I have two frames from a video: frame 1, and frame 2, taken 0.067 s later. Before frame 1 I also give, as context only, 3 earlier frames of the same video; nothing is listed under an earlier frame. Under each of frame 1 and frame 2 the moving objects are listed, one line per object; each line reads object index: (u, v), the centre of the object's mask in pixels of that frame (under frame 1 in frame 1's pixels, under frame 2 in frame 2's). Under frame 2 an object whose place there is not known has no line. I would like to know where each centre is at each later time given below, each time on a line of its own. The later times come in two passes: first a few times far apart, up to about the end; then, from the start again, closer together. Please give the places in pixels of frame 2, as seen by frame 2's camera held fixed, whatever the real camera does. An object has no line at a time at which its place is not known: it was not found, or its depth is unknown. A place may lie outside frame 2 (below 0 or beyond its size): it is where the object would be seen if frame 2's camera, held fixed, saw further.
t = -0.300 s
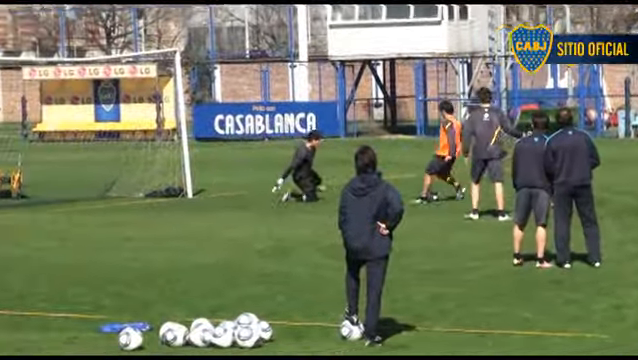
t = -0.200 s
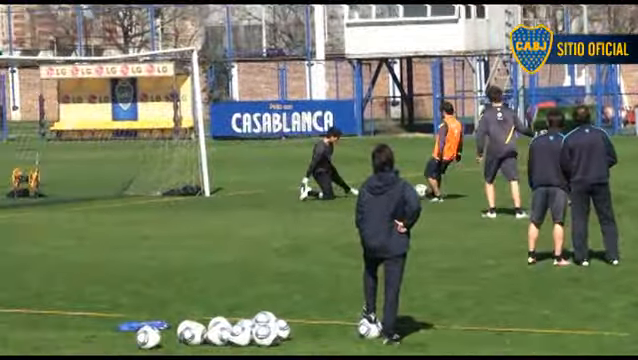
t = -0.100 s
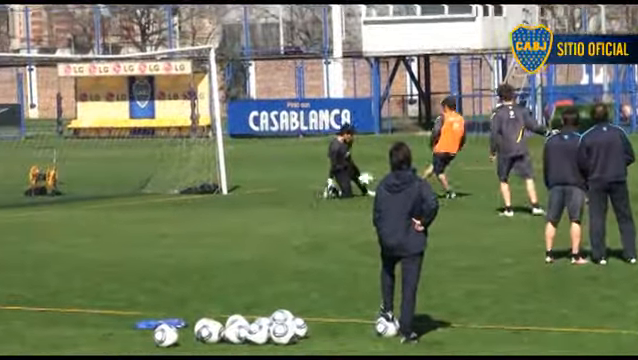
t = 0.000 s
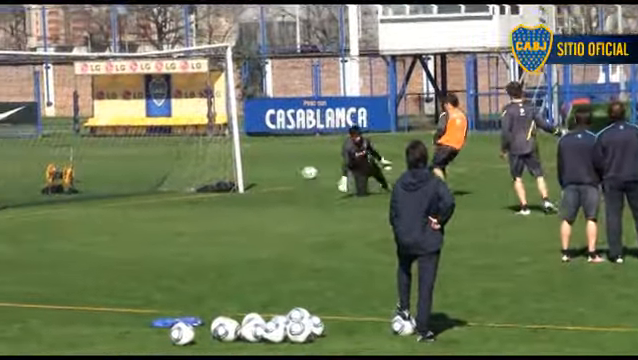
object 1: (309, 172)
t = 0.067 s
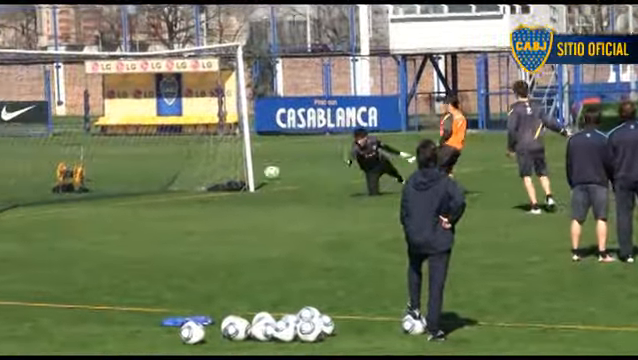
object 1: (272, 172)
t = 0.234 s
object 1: (152, 184)
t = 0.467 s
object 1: (-6, 197)
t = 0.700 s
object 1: (-92, 206)
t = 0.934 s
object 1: (-85, 210)
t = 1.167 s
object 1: (-72, 210)
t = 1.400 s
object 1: (-62, 210)
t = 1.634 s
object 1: (-53, 210)
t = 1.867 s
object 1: (-49, 209)
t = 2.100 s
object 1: (-46, 209)
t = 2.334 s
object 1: (-46, 209)
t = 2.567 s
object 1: (-46, 209)
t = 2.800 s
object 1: (-46, 209)
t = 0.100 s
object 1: (248, 174)
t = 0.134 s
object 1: (224, 175)
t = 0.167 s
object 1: (200, 178)
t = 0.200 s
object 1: (176, 180)
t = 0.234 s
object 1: (152, 184)
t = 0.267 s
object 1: (128, 189)
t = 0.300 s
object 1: (104, 194)
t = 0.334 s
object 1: (80, 201)
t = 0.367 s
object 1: (57, 203)
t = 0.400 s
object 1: (36, 201)
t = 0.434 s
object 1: (15, 199)
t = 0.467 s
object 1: (-6, 197)
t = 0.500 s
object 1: (-24, 196)
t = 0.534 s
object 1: (-46, 195)
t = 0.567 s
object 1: (-64, 196)
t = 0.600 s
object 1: (-79, 198)
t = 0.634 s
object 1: (-85, 200)
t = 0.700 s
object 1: (-92, 206)
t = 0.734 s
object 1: (-93, 208)
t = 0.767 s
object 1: (-93, 210)
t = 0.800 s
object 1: (-93, 209)
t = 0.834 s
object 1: (-90, 209)
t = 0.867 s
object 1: (-89, 209)
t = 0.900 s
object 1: (-87, 209)
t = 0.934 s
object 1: (-85, 210)
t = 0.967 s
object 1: (-84, 210)
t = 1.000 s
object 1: (-81, 210)
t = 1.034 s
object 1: (-79, 210)
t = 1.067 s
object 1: (-79, 211)
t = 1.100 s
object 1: (-77, 210)
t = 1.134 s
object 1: (-75, 210)
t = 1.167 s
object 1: (-72, 210)
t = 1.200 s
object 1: (-70, 210)
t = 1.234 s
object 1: (-68, 210)
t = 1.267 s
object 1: (-67, 210)
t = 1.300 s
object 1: (-66, 210)
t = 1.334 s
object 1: (-65, 210)
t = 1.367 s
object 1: (-64, 210)
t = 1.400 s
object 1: (-62, 210)
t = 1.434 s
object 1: (-61, 210)
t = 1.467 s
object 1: (-60, 209)
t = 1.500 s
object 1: (-57, 209)
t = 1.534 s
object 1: (-56, 209)
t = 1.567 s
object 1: (-55, 209)
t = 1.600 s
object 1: (-54, 210)
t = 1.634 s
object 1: (-53, 210)
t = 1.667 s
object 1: (-53, 210)
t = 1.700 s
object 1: (-52, 210)
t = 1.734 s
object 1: (-52, 209)
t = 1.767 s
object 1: (-51, 209)
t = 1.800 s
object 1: (-50, 209)
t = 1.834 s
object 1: (-49, 209)
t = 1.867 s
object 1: (-49, 209)
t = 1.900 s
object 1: (-48, 209)
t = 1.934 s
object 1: (-48, 209)
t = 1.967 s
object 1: (-48, 209)
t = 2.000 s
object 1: (-47, 209)
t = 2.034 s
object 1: (-47, 209)
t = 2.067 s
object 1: (-46, 209)
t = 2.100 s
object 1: (-46, 209)
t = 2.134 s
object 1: (-46, 209)
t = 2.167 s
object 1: (-46, 209)
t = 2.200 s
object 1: (-46, 209)
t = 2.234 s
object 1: (-46, 209)
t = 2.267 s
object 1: (-46, 209)
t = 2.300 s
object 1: (-46, 209)
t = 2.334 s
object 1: (-46, 209)
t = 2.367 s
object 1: (-46, 209)
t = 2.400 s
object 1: (-46, 209)
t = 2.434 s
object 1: (-46, 209)
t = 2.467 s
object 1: (-46, 209)
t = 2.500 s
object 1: (-47, 209)
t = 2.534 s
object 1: (-46, 209)
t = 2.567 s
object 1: (-46, 209)
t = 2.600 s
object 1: (-46, 209)
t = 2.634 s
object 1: (-46, 209)
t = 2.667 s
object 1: (-46, 209)
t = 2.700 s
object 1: (-46, 209)
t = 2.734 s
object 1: (-46, 209)
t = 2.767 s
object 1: (-46, 209)
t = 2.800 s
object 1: (-46, 209)
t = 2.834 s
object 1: (-46, 209)
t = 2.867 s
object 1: (-46, 209)
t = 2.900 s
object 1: (-46, 209)
